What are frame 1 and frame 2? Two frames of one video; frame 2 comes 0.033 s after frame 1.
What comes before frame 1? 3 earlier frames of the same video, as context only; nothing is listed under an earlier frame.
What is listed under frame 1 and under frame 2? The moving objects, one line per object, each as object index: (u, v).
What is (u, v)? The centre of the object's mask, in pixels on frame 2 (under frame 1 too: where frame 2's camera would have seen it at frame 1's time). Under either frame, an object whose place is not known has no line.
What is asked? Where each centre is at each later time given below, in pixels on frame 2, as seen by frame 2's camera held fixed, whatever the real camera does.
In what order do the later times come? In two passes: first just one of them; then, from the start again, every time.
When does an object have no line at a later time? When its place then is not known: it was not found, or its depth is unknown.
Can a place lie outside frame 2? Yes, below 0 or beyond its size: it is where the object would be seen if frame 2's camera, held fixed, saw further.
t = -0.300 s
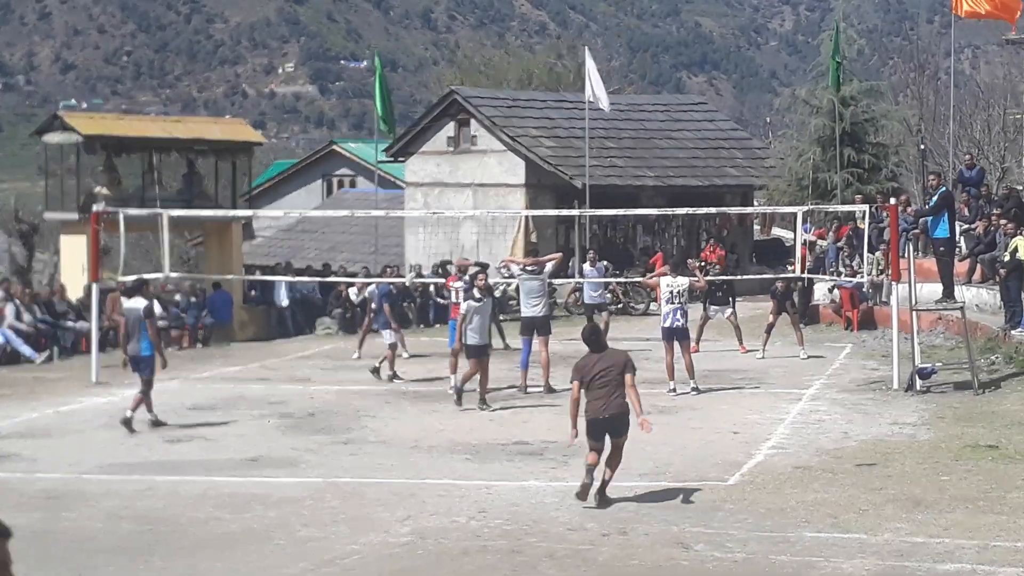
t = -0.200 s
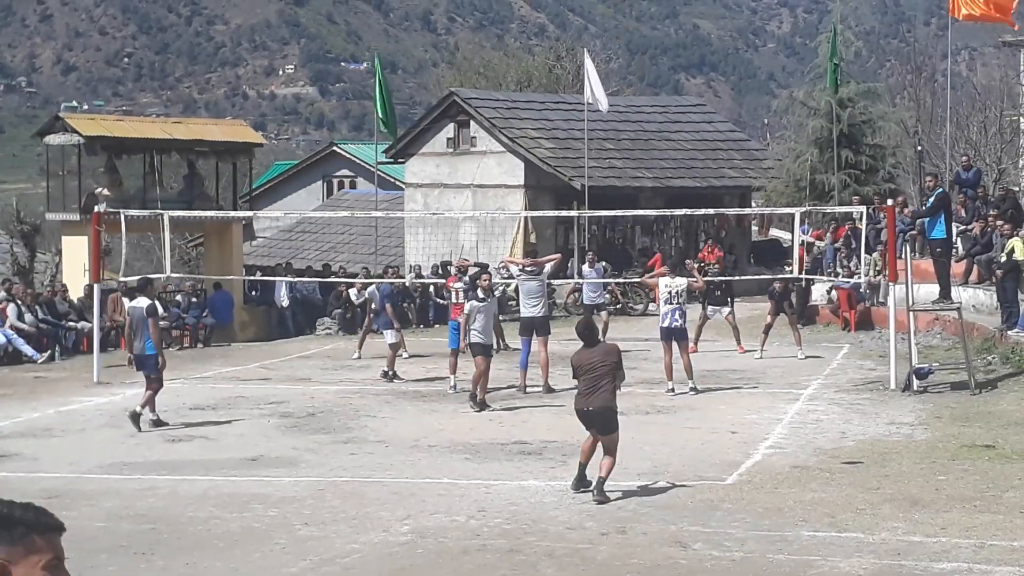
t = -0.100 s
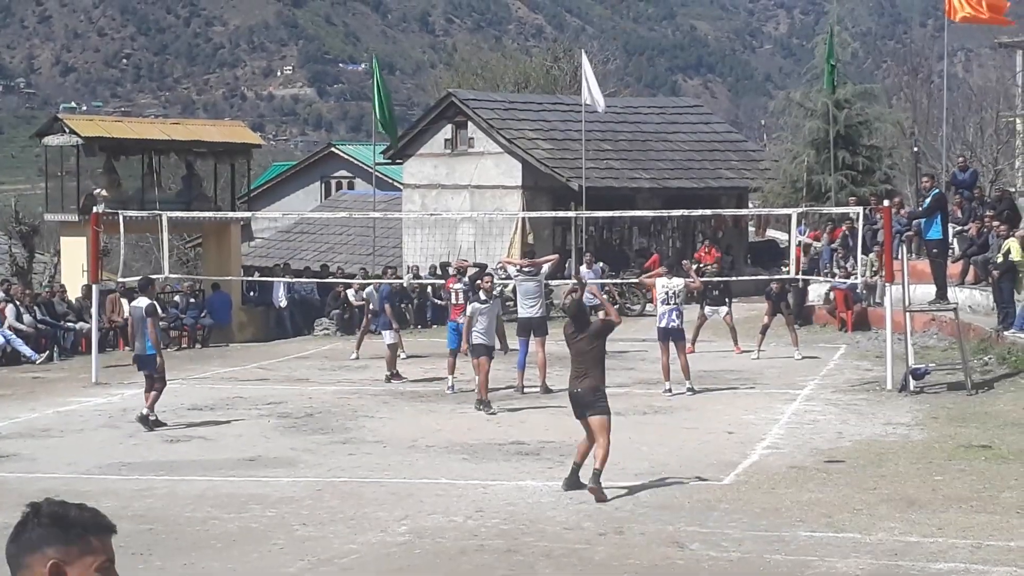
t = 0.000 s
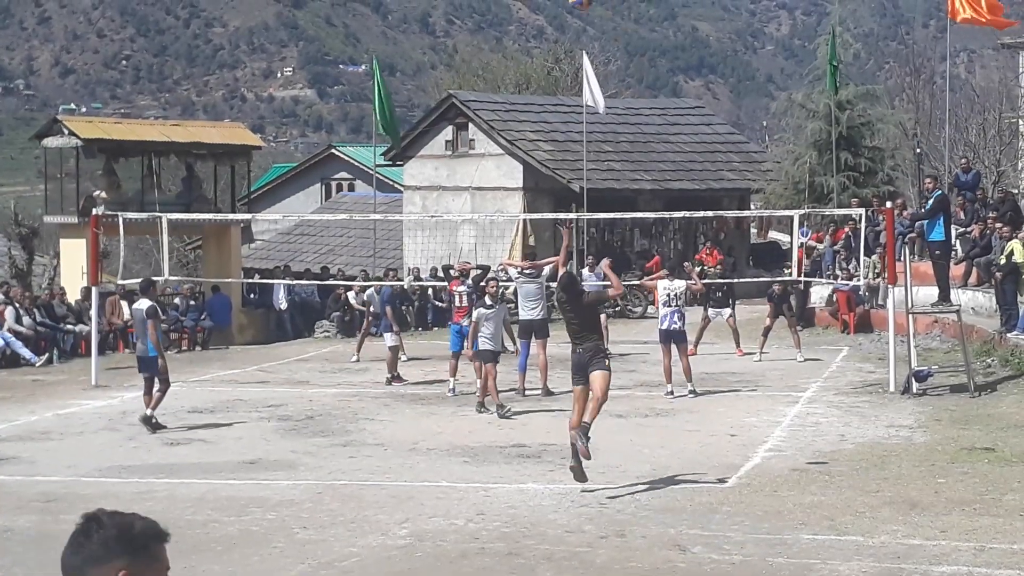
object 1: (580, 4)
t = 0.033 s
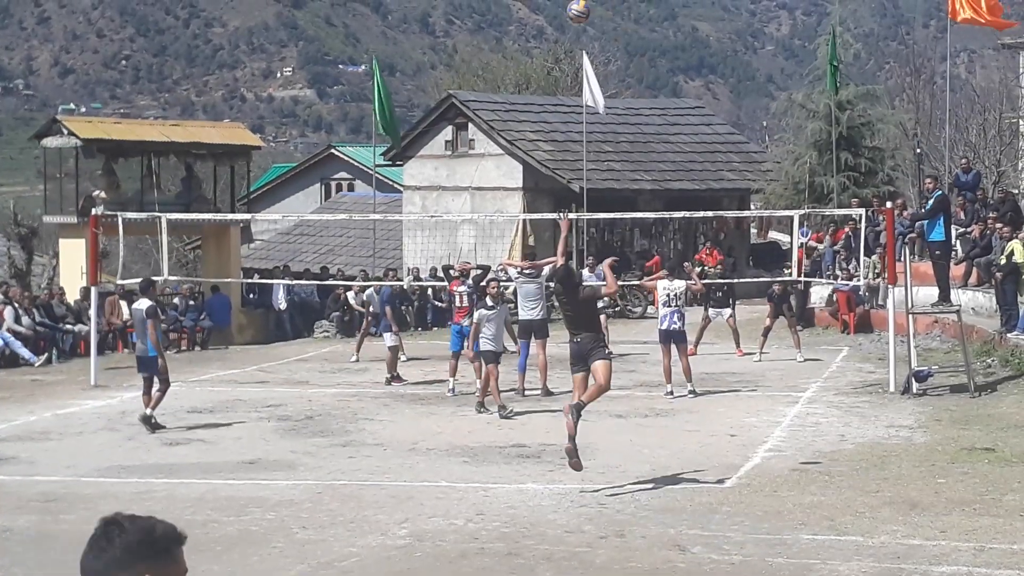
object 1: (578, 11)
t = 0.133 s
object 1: (572, 51)
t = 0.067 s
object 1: (576, 23)
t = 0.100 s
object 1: (574, 36)
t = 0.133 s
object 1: (572, 51)
